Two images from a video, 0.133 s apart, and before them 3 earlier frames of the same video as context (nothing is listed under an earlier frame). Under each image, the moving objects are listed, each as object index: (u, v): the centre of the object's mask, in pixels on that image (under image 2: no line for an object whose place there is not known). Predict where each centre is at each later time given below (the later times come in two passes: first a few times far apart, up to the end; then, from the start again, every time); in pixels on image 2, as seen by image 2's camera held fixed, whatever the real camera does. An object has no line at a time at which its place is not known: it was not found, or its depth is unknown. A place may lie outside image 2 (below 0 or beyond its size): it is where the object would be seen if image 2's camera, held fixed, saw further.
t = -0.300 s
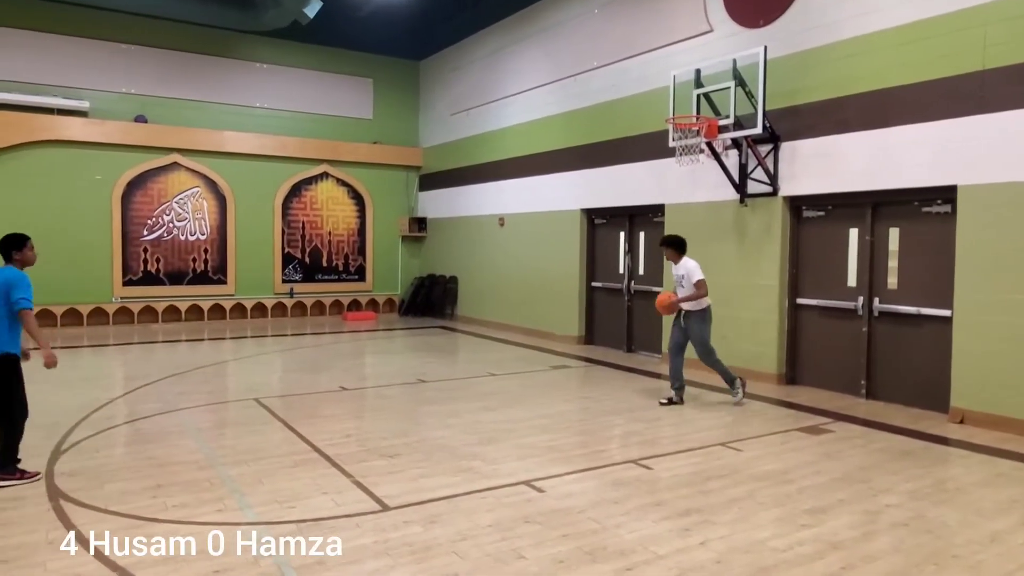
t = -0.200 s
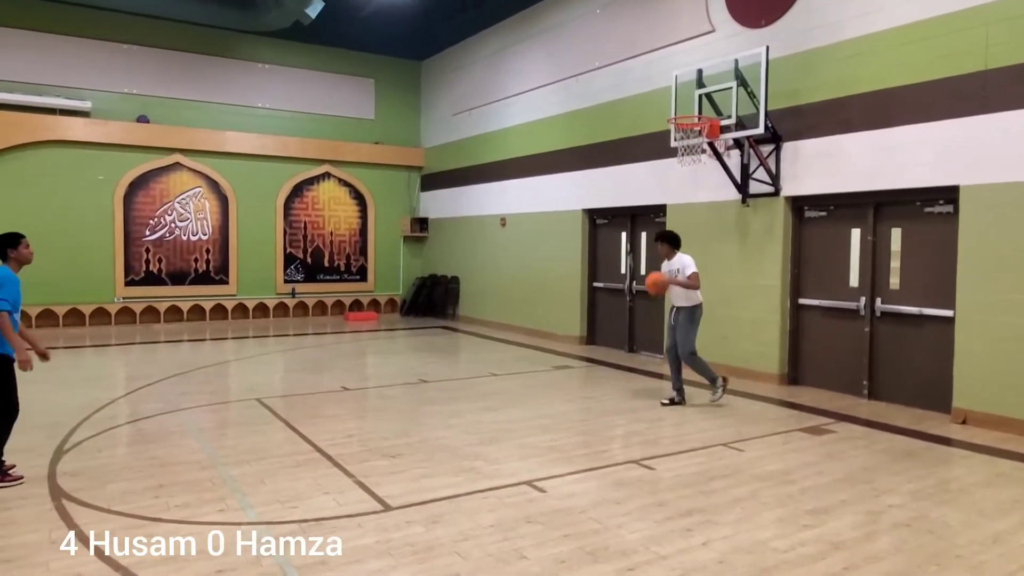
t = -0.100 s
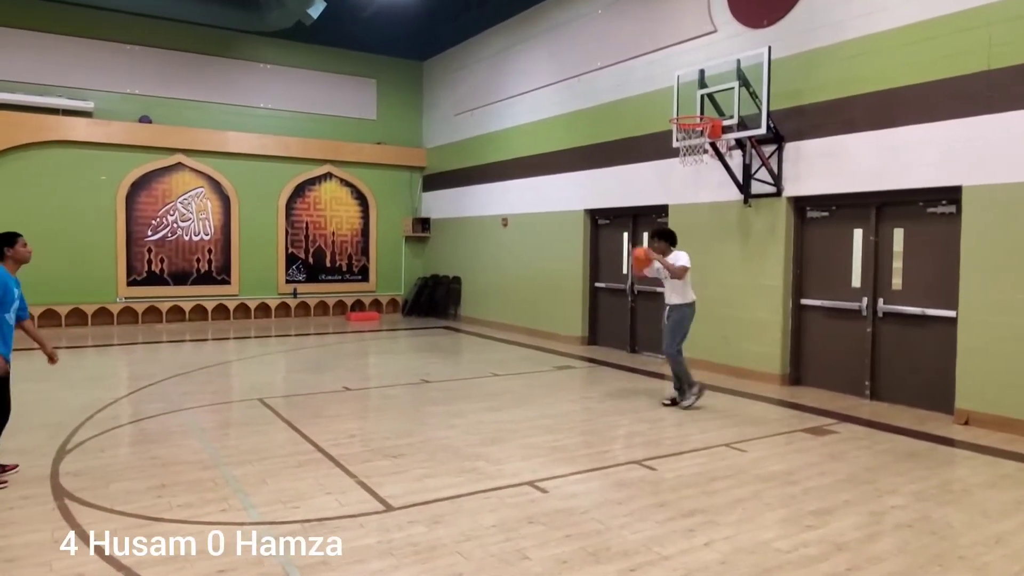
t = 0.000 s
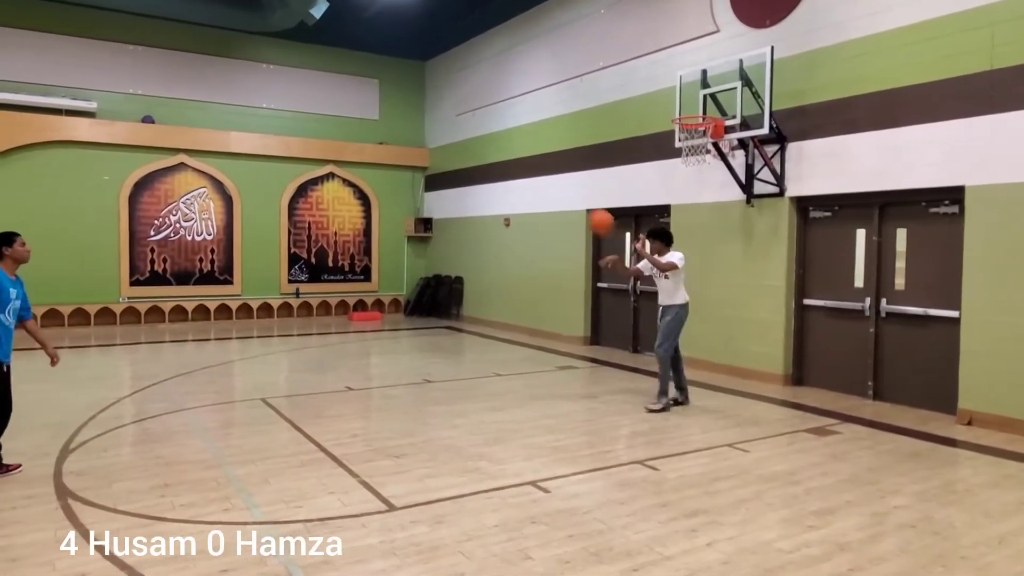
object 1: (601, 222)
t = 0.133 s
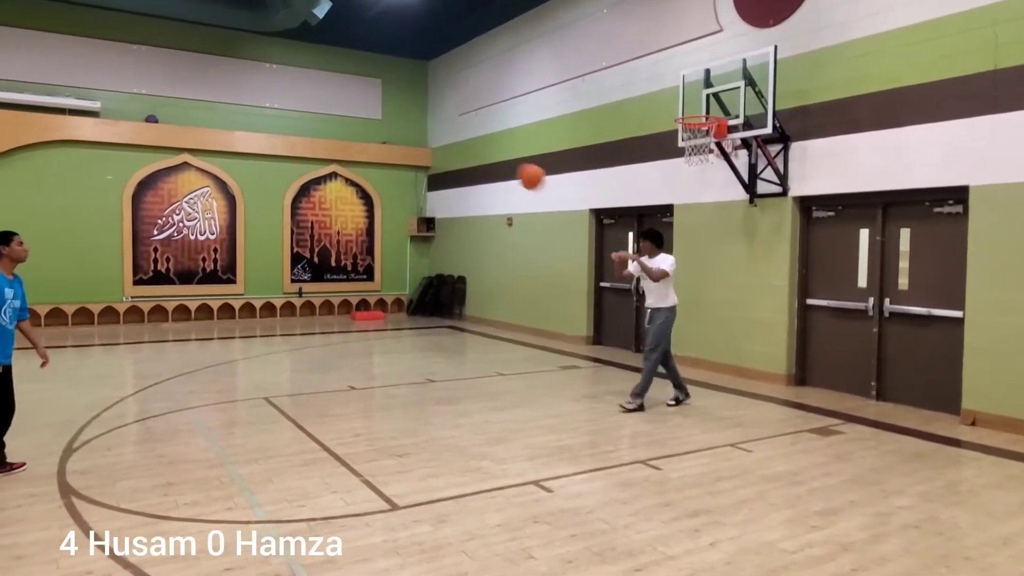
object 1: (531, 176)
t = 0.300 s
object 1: (432, 142)
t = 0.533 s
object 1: (264, 142)
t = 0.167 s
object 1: (513, 168)
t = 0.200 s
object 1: (493, 160)
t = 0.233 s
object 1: (472, 153)
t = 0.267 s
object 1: (452, 147)
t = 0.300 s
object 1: (432, 142)
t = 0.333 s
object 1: (410, 138)
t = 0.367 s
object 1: (387, 135)
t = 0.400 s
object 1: (363, 134)
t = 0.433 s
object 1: (340, 134)
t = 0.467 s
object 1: (315, 135)
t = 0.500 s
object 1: (290, 138)
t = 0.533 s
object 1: (264, 142)
